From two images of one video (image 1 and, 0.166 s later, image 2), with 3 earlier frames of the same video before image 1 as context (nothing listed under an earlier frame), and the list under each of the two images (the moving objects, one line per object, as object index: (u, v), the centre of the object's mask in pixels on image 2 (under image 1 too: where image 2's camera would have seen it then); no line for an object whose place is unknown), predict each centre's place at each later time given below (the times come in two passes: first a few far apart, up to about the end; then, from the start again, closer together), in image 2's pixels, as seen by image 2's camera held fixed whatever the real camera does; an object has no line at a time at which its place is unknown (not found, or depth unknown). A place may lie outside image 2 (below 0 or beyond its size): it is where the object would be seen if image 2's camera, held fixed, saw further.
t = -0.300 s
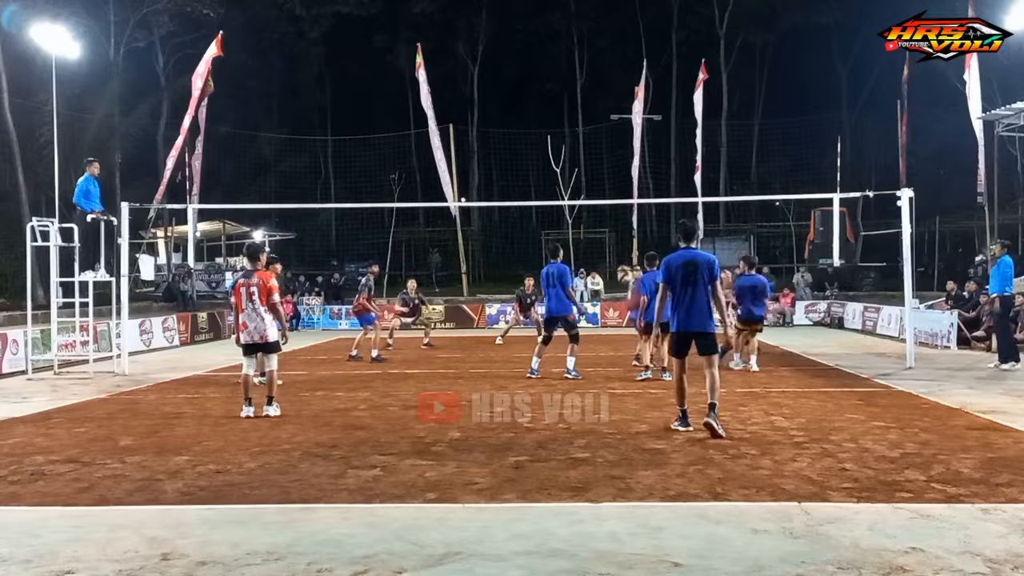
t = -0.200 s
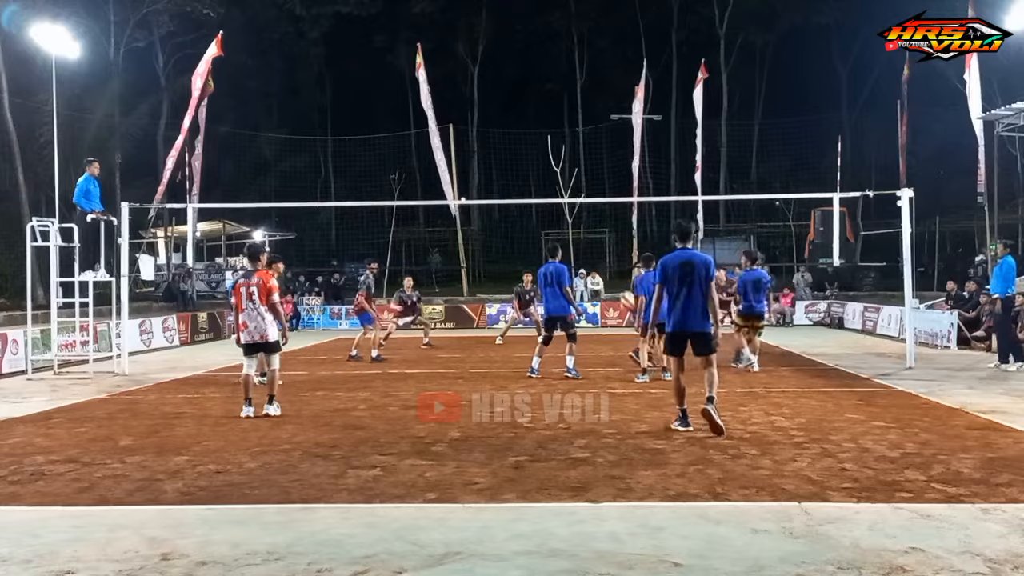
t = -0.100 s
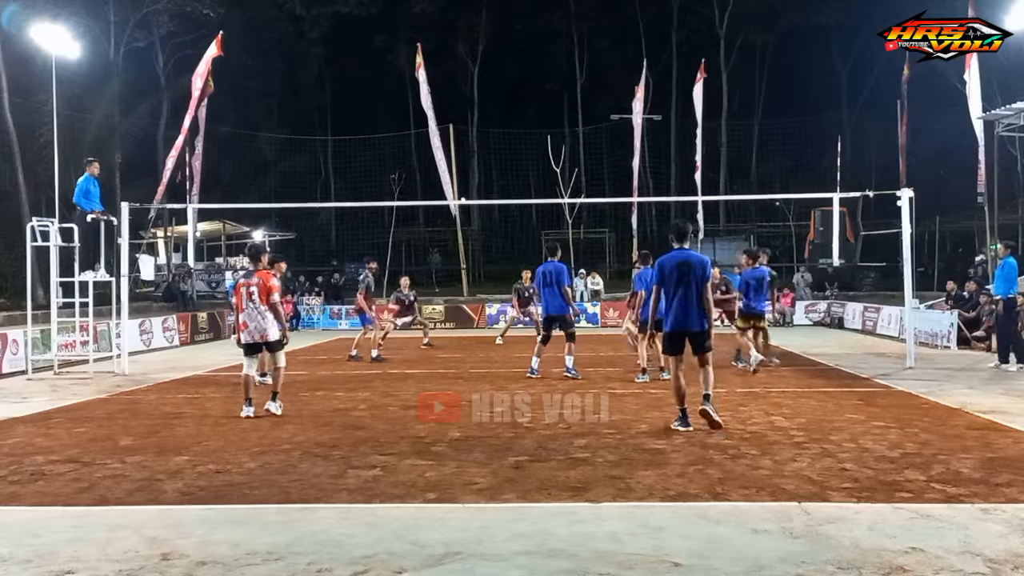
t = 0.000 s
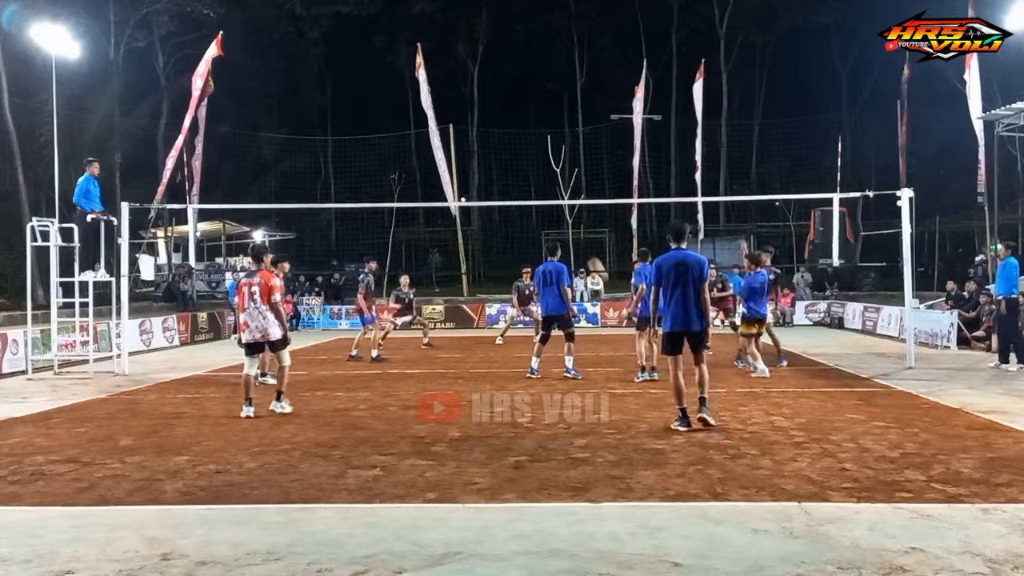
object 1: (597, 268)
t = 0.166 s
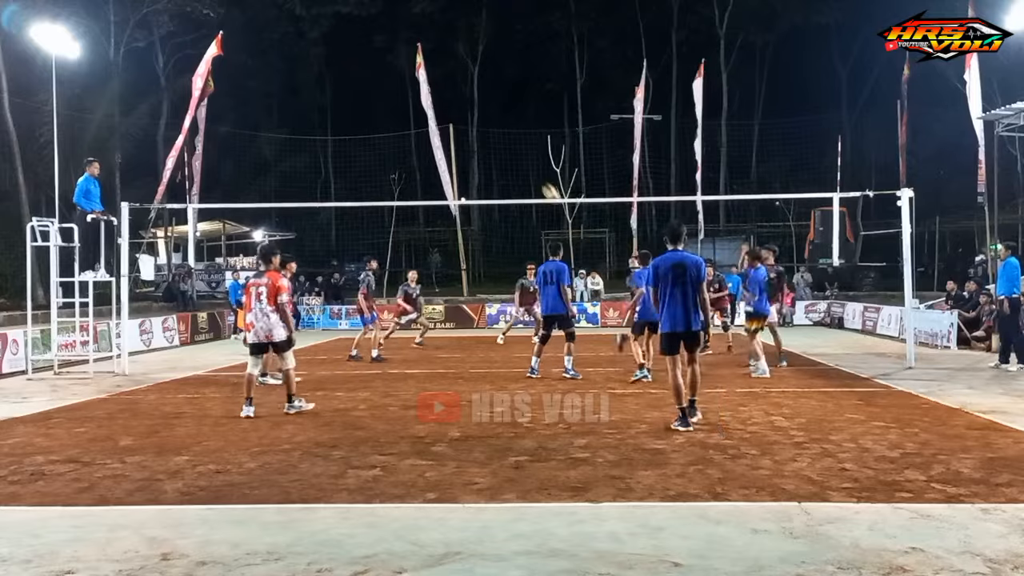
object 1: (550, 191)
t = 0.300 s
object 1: (517, 151)
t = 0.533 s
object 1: (465, 110)
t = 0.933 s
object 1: (393, 115)
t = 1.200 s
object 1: (356, 160)
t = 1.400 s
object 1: (332, 211)
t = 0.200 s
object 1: (543, 182)
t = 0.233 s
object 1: (534, 170)
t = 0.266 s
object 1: (525, 160)
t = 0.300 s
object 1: (517, 151)
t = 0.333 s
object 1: (509, 143)
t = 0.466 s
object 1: (480, 118)
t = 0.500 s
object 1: (472, 113)
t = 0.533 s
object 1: (465, 110)
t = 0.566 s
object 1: (459, 107)
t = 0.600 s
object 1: (452, 105)
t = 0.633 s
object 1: (445, 103)
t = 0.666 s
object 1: (439, 102)
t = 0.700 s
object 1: (435, 102)
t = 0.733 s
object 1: (427, 103)
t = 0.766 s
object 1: (421, 103)
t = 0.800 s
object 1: (415, 104)
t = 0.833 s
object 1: (410, 106)
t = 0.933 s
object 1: (393, 115)
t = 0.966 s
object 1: (388, 119)
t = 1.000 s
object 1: (383, 124)
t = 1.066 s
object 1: (374, 134)
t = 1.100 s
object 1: (369, 140)
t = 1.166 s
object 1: (360, 153)
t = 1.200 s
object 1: (356, 160)
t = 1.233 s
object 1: (352, 168)
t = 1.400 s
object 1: (332, 211)
